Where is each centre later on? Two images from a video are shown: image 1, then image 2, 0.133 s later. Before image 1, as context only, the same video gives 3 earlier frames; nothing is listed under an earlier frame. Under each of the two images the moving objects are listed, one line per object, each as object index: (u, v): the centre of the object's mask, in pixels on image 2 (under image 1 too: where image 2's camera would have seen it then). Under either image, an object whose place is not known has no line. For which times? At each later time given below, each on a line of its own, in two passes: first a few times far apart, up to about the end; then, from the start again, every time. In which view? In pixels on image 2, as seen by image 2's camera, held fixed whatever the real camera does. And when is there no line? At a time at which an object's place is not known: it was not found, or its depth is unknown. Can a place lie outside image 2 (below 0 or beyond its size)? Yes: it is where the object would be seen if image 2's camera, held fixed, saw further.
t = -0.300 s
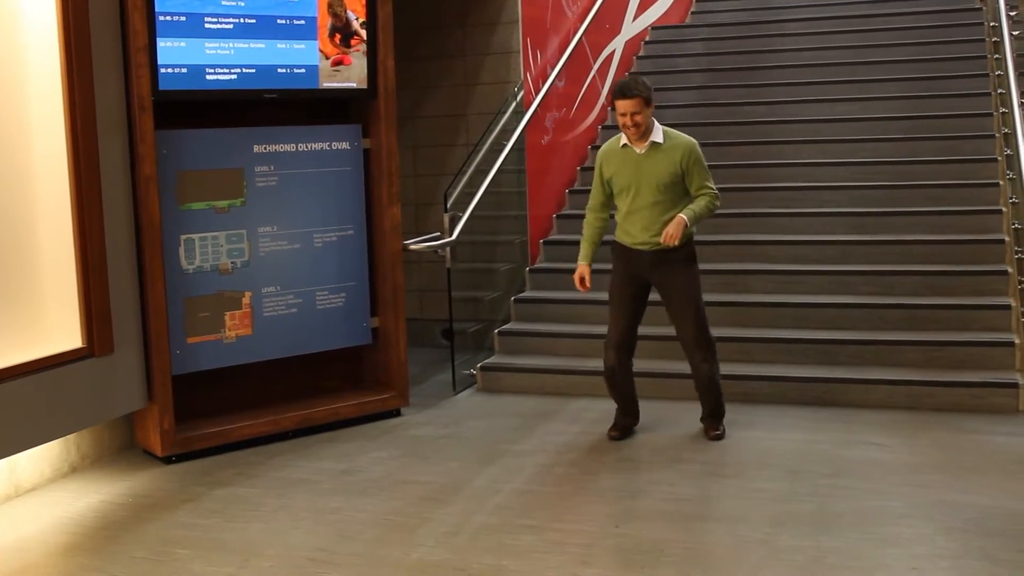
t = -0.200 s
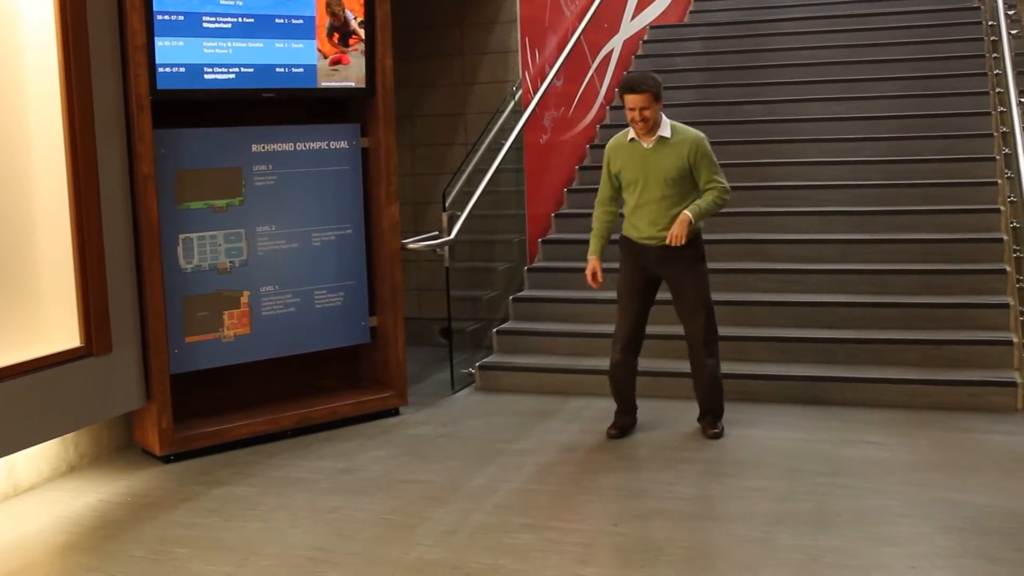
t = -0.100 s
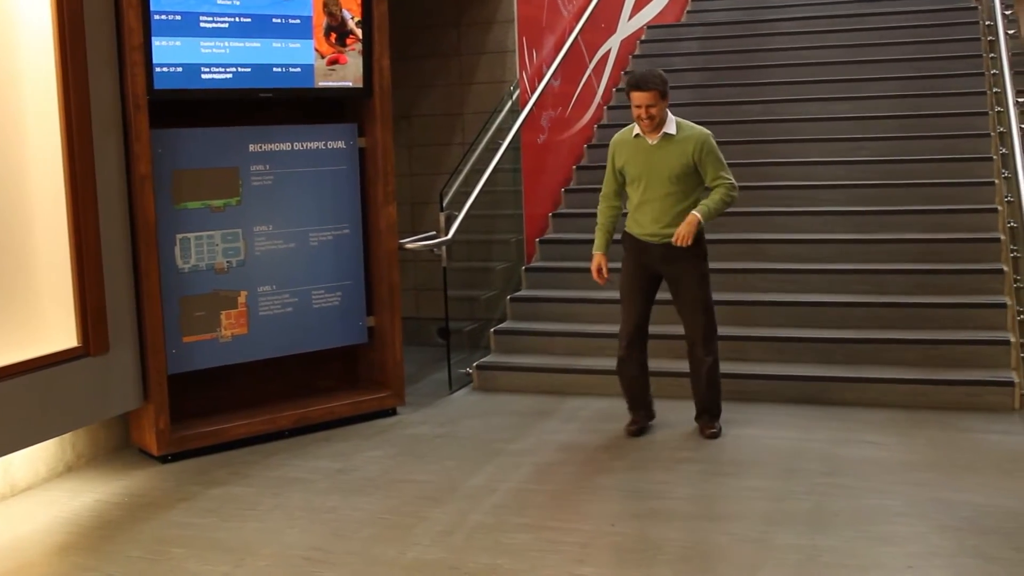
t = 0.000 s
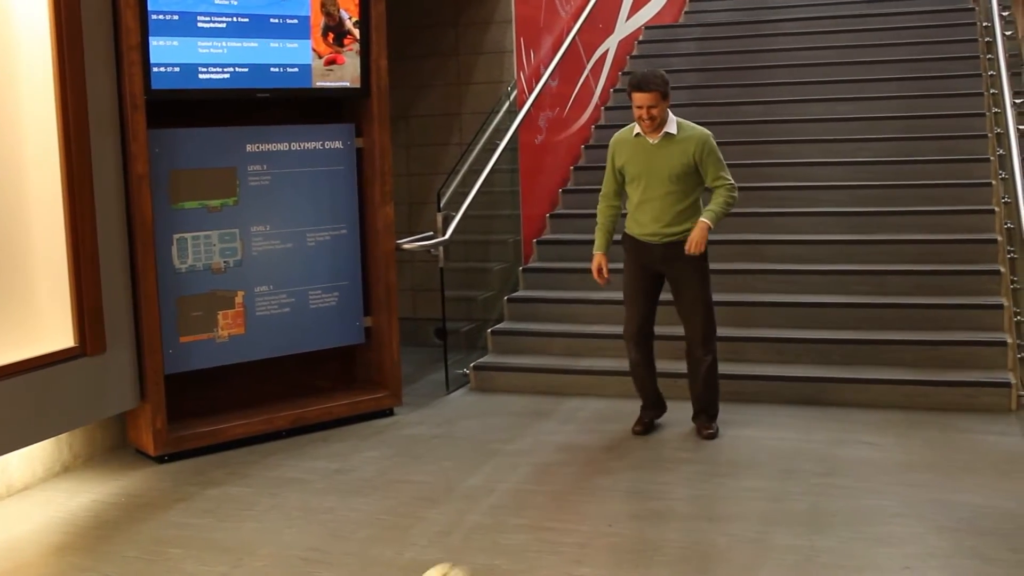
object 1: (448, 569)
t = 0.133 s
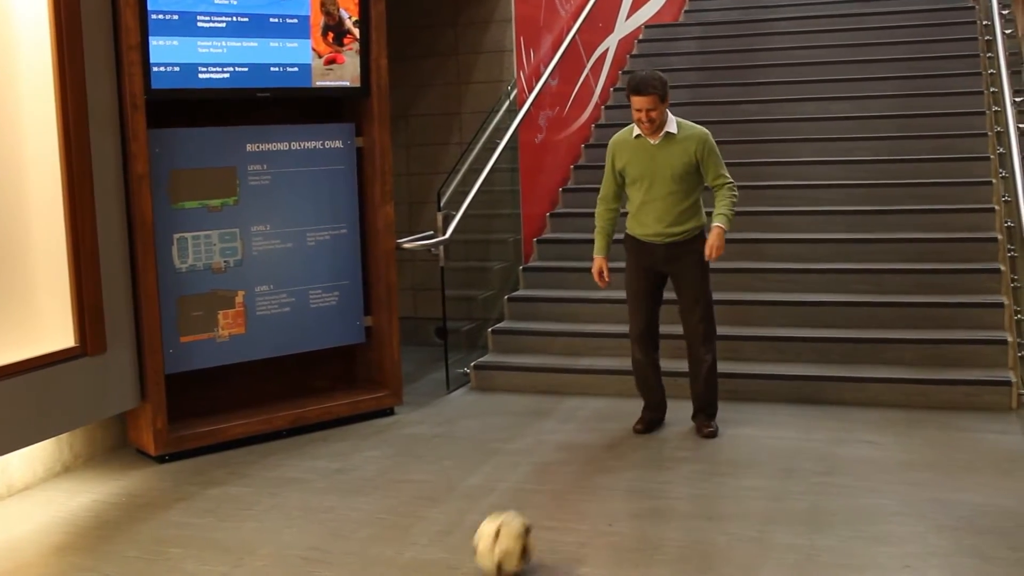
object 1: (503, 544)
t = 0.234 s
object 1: (538, 511)
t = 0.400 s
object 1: (583, 466)
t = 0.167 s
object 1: (515, 530)
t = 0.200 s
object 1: (527, 519)
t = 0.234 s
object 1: (538, 511)
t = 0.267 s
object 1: (548, 499)
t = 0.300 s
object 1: (558, 490)
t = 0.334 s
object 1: (567, 483)
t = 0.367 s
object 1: (576, 473)
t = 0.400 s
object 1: (583, 466)
